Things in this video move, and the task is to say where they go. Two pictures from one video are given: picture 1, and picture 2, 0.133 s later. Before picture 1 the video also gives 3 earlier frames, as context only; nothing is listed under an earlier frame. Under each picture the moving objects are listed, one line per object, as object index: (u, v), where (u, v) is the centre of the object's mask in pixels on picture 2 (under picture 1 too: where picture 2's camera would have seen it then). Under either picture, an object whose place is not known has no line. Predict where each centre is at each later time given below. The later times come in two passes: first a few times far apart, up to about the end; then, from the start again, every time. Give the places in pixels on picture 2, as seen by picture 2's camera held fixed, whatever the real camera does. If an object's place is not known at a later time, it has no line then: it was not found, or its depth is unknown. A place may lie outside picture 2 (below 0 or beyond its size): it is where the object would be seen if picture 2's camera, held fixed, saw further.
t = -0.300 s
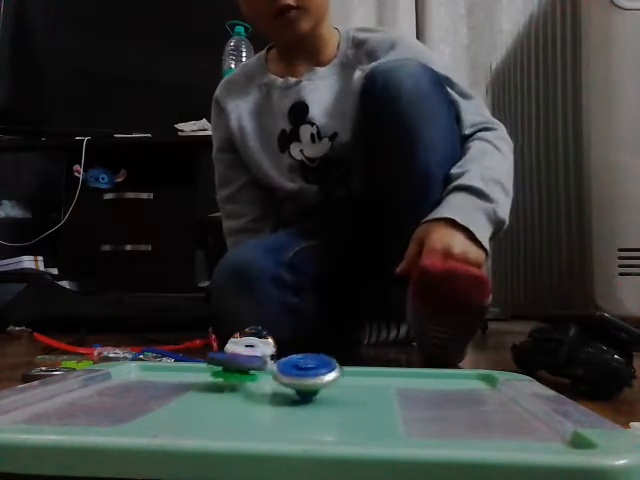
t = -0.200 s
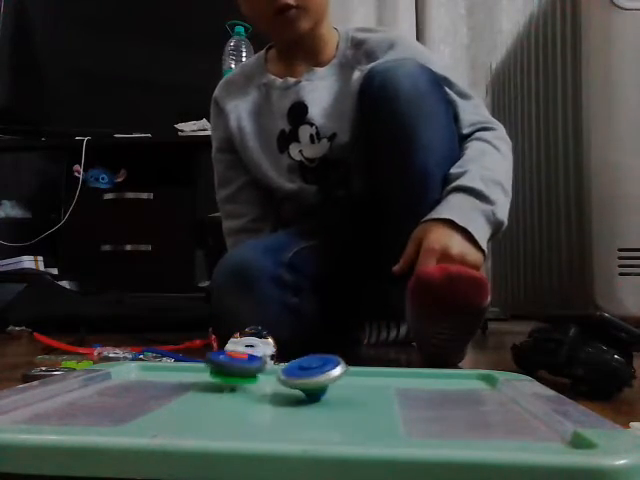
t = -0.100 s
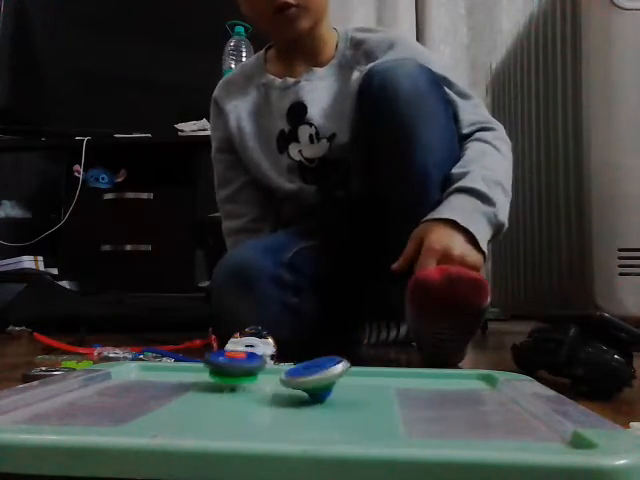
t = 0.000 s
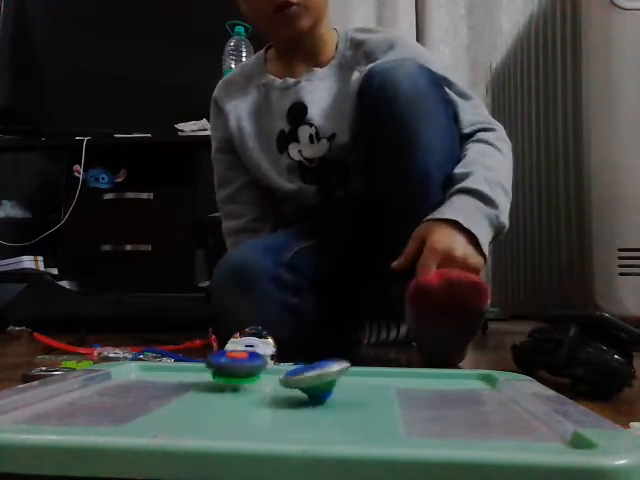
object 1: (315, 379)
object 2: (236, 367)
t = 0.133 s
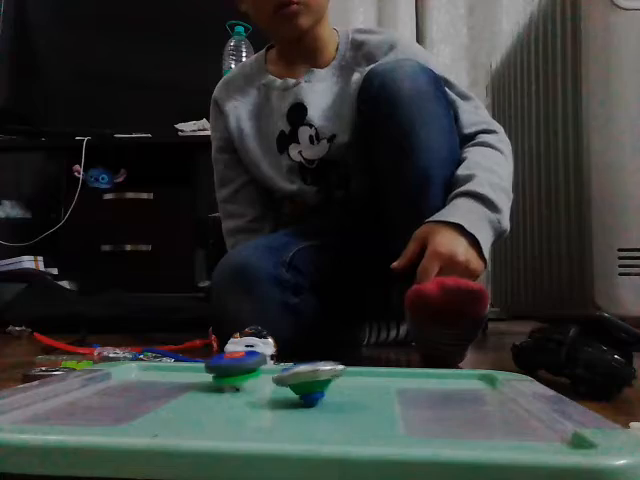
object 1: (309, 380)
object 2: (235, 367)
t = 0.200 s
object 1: (303, 380)
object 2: (235, 367)
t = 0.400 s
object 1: (289, 380)
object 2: (230, 367)
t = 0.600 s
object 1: (286, 377)
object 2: (227, 367)
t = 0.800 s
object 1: (294, 374)
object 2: (230, 367)
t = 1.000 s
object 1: (305, 376)
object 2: (229, 366)
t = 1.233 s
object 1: (300, 379)
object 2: (224, 367)
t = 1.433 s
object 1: (287, 380)
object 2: (224, 367)
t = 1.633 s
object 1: (281, 379)
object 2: (222, 369)
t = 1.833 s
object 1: (286, 375)
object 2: (221, 368)
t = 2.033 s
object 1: (297, 375)
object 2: (219, 368)
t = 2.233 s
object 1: (301, 378)
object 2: (220, 368)
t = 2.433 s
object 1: (290, 380)
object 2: (218, 369)
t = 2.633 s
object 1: (282, 380)
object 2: (215, 368)
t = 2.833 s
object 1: (280, 376)
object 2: (214, 368)
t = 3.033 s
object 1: (288, 374)
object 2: (213, 369)
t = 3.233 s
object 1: (297, 376)
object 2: (212, 369)
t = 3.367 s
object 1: (294, 379)
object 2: (211, 369)
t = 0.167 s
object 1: (306, 380)
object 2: (235, 367)
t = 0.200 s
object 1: (303, 380)
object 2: (235, 367)
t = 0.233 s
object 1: (301, 380)
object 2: (235, 368)
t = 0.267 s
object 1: (298, 380)
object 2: (234, 367)
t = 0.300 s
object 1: (296, 380)
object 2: (233, 367)
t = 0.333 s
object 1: (293, 380)
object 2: (231, 367)
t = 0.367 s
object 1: (291, 380)
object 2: (231, 367)
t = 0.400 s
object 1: (289, 380)
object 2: (230, 367)
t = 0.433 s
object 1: (286, 380)
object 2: (228, 367)
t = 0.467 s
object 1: (285, 380)
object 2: (228, 367)
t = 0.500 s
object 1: (285, 380)
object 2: (227, 367)
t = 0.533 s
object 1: (284, 378)
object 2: (227, 367)
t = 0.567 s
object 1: (284, 378)
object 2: (227, 367)
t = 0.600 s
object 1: (286, 377)
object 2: (227, 367)
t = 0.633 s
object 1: (286, 377)
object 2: (228, 367)
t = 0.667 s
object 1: (287, 376)
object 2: (229, 367)
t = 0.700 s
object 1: (288, 375)
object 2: (229, 368)
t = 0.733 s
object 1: (290, 374)
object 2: (229, 367)
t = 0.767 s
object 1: (292, 374)
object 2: (230, 367)
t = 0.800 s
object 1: (294, 374)
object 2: (230, 367)
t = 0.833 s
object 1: (296, 374)
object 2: (230, 367)
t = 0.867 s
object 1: (298, 374)
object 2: (230, 367)
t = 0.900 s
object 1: (300, 374)
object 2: (229, 367)
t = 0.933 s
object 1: (302, 374)
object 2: (229, 367)
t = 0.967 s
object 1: (304, 375)
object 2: (228, 368)
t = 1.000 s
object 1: (305, 376)
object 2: (229, 366)
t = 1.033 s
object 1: (306, 376)
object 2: (228, 367)
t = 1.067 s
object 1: (306, 377)
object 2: (228, 367)
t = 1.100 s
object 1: (305, 378)
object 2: (225, 367)
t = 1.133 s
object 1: (305, 378)
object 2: (226, 367)
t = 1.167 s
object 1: (304, 379)
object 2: (224, 367)
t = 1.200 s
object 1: (302, 379)
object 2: (224, 367)
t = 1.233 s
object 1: (300, 379)
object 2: (224, 367)
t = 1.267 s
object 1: (298, 379)
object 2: (224, 367)
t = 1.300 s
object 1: (295, 380)
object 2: (224, 367)
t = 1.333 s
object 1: (293, 380)
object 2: (224, 367)
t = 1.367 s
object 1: (290, 380)
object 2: (225, 367)
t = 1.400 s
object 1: (288, 380)
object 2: (225, 367)
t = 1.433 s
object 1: (287, 380)
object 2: (224, 367)
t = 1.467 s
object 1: (288, 380)
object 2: (225, 367)
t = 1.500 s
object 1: (287, 380)
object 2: (224, 368)
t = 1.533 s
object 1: (284, 381)
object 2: (224, 368)
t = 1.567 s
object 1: (282, 380)
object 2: (223, 368)
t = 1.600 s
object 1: (281, 380)
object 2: (223, 368)
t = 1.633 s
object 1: (281, 379)
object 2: (222, 369)
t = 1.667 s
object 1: (281, 378)
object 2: (222, 369)
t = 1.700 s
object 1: (281, 377)
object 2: (222, 368)
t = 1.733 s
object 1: (282, 377)
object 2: (221, 368)
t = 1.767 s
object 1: (284, 376)
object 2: (221, 368)
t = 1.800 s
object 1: (285, 375)
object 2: (221, 368)
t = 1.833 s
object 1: (286, 375)
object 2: (221, 368)
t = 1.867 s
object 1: (287, 375)
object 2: (220, 368)
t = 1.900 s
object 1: (289, 374)
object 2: (219, 368)
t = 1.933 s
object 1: (292, 374)
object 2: (219, 368)
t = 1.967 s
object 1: (294, 374)
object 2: (219, 368)
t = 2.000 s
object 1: (296, 374)
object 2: (219, 368)
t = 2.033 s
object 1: (297, 375)
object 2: (219, 368)
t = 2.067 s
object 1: (299, 375)
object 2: (220, 368)
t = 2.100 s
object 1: (301, 376)
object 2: (220, 368)
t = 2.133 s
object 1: (302, 376)
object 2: (220, 368)
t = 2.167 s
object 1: (302, 377)
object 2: (220, 368)
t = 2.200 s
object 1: (302, 378)
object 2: (220, 368)
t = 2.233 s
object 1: (301, 378)
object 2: (220, 368)
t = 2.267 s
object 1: (300, 379)
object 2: (219, 369)
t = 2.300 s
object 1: (298, 379)
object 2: (219, 369)
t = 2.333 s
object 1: (297, 380)
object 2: (219, 369)
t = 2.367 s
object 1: (295, 380)
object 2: (218, 369)
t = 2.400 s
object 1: (292, 380)
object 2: (218, 369)
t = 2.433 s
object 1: (290, 380)
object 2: (218, 369)
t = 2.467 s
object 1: (288, 380)
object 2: (217, 368)
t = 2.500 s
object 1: (286, 380)
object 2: (217, 368)
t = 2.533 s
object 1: (286, 380)
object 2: (216, 369)
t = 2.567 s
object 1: (285, 380)
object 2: (215, 368)
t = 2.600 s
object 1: (284, 380)
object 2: (215, 368)
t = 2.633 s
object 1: (282, 380)
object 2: (215, 368)
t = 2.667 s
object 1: (280, 379)
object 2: (214, 368)
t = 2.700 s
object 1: (279, 379)
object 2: (214, 368)
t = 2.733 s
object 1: (279, 378)
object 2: (215, 368)
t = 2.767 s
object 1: (279, 378)
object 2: (214, 368)
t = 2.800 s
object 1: (279, 377)
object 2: (214, 368)
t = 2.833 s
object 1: (280, 376)
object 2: (214, 368)
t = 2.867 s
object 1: (281, 376)
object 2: (215, 368)
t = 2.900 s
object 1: (282, 375)
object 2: (215, 369)
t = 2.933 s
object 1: (283, 375)
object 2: (215, 369)
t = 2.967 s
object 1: (284, 374)
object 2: (214, 368)
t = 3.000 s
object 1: (284, 373)
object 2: (214, 369)
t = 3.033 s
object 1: (288, 374)
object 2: (213, 369)
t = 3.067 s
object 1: (290, 374)
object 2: (213, 369)
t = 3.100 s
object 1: (292, 375)
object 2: (214, 369)
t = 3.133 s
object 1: (294, 375)
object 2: (214, 369)
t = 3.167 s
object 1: (295, 376)
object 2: (214, 369)
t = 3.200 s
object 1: (296, 376)
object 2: (213, 369)
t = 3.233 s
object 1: (297, 376)
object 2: (212, 369)
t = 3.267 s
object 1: (297, 377)
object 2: (212, 369)
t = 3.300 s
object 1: (296, 378)
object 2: (211, 370)
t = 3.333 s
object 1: (295, 379)
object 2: (211, 370)
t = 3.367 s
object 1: (294, 379)
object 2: (211, 369)
